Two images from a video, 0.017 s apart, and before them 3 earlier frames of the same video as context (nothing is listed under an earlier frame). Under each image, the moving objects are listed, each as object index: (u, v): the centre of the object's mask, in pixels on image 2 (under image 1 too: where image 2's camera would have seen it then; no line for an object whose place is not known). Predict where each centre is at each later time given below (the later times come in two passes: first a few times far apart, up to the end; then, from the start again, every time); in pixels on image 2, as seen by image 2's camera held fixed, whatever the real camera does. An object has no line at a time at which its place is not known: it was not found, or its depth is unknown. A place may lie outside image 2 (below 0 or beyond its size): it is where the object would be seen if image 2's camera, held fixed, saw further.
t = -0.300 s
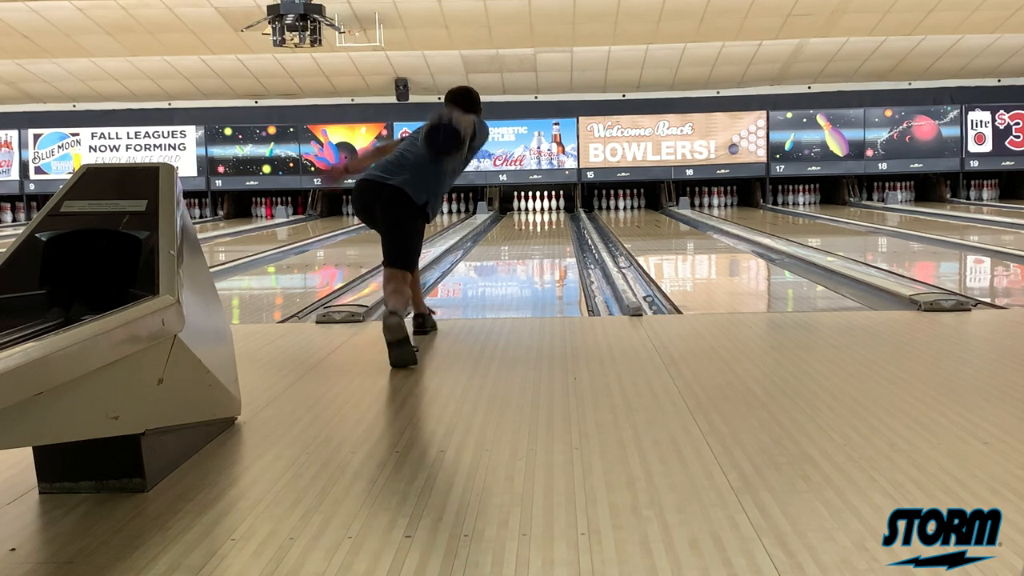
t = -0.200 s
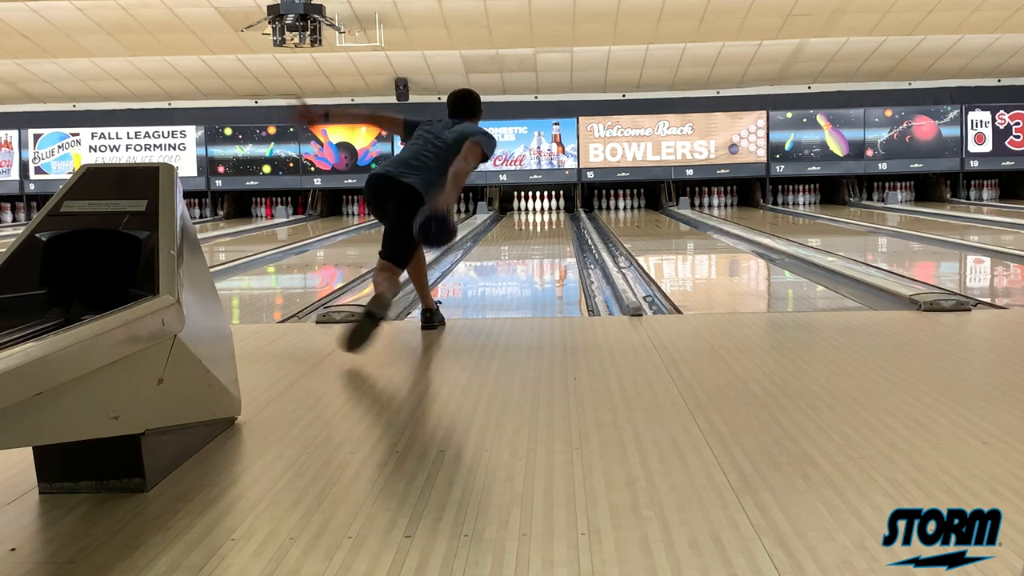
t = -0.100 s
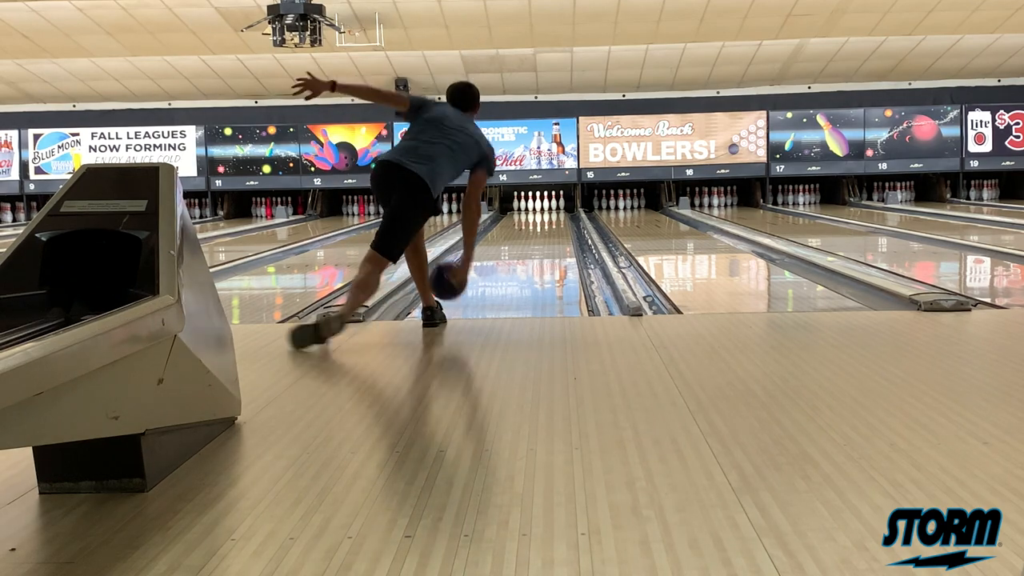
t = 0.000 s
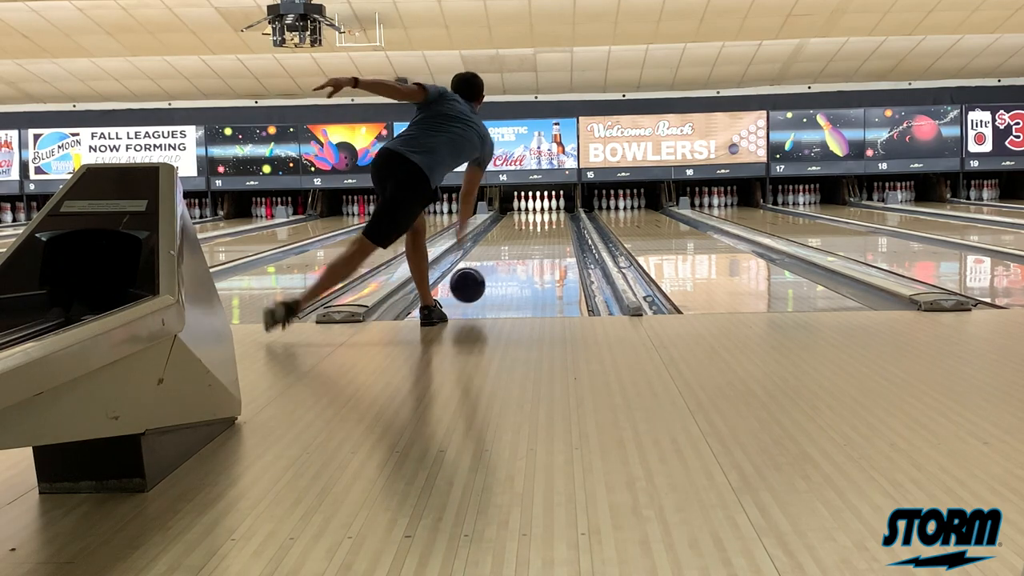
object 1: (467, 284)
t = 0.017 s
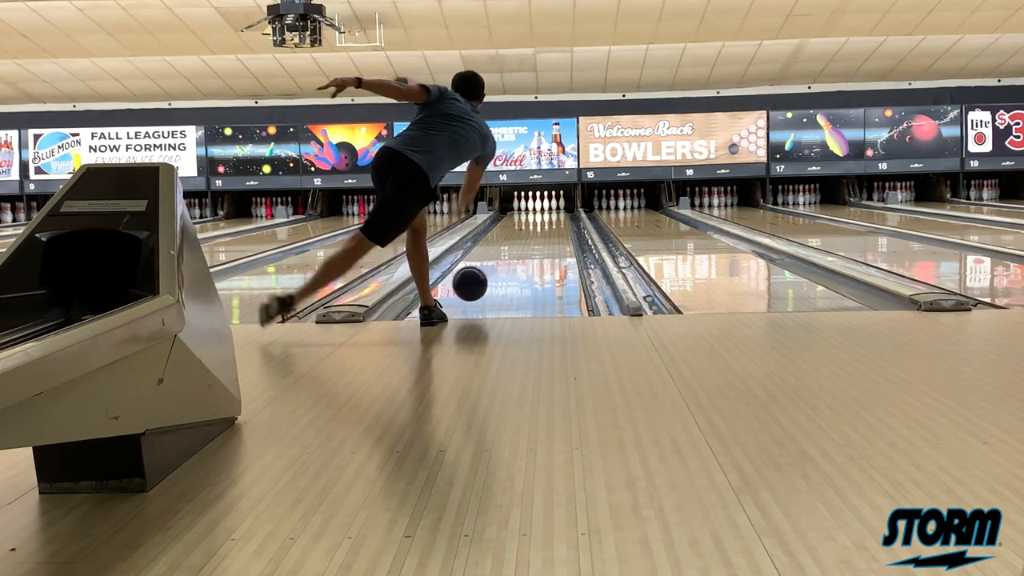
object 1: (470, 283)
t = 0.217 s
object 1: (495, 271)
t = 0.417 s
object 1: (512, 256)
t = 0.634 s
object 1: (526, 244)
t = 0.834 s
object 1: (535, 235)
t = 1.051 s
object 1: (542, 228)
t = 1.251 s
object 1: (547, 222)
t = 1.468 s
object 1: (551, 217)
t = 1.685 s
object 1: (553, 213)
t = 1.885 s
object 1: (552, 210)
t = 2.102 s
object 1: (547, 208)
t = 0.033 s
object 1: (472, 282)
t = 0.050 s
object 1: (475, 282)
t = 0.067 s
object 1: (477, 281)
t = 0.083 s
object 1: (479, 282)
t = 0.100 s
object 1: (481, 282)
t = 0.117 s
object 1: (484, 280)
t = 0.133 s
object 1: (486, 278)
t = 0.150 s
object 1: (488, 277)
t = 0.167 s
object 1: (490, 276)
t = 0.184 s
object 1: (491, 274)
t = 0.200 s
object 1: (493, 272)
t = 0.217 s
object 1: (495, 271)
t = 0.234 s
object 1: (496, 270)
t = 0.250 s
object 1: (498, 268)
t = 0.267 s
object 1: (500, 267)
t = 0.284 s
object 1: (501, 265)
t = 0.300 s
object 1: (503, 264)
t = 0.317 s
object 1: (504, 263)
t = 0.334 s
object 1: (506, 261)
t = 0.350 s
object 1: (507, 260)
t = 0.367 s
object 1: (508, 259)
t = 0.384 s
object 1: (510, 258)
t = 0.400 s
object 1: (511, 257)
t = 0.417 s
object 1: (512, 256)
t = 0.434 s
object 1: (513, 255)
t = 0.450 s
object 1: (514, 254)
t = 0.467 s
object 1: (516, 252)
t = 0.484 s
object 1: (517, 252)
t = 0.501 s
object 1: (518, 251)
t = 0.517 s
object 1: (519, 250)
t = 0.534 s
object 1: (520, 249)
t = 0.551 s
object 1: (521, 248)
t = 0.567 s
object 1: (522, 247)
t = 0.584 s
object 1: (523, 246)
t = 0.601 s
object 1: (524, 246)
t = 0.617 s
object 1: (525, 244)
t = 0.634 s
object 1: (526, 244)
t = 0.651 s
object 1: (526, 243)
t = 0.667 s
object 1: (527, 242)
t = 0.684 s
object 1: (528, 242)
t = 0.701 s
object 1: (529, 241)
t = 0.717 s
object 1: (530, 240)
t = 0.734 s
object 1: (530, 239)
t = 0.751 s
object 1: (531, 239)
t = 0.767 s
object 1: (532, 238)
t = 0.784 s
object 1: (532, 237)
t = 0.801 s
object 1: (533, 237)
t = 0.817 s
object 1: (534, 236)
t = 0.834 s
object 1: (535, 235)
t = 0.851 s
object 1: (535, 235)
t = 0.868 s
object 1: (536, 234)
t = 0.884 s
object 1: (536, 234)
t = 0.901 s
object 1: (537, 233)
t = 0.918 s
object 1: (537, 233)
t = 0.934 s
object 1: (538, 232)
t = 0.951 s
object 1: (539, 231)
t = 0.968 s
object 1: (539, 230)
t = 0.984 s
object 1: (540, 230)
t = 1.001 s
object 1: (540, 229)
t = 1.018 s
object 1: (541, 229)
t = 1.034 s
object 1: (541, 228)
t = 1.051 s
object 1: (542, 228)
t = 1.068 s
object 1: (543, 227)
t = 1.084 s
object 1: (543, 227)
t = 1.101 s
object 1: (543, 226)
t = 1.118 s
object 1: (544, 226)
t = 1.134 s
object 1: (544, 225)
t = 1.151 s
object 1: (545, 225)
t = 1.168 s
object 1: (545, 224)
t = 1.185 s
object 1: (545, 224)
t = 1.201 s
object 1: (546, 223)
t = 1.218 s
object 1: (546, 223)
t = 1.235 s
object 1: (547, 223)
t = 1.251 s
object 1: (547, 222)
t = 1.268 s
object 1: (547, 222)
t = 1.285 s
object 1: (548, 221)
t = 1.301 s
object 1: (548, 221)
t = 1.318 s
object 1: (549, 220)
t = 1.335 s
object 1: (549, 220)
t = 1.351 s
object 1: (549, 220)
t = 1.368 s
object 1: (549, 219)
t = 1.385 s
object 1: (550, 219)
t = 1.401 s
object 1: (550, 219)
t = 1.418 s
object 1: (550, 218)
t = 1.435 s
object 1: (550, 218)
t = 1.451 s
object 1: (551, 218)
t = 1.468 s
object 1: (551, 217)
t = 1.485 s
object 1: (551, 217)
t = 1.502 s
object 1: (551, 217)
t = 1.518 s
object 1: (552, 216)
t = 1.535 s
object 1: (552, 216)
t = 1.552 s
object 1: (552, 216)
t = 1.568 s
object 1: (552, 215)
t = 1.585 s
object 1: (552, 215)
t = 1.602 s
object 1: (553, 215)
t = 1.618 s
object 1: (553, 215)
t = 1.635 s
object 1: (553, 214)
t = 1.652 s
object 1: (553, 214)
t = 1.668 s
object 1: (553, 213)
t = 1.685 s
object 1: (553, 213)
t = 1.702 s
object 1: (553, 213)
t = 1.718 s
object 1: (553, 213)
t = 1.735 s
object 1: (553, 212)
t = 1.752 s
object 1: (553, 212)
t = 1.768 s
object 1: (553, 212)
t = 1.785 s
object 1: (553, 212)
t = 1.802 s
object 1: (553, 211)
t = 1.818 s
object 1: (553, 211)
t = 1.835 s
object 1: (553, 211)
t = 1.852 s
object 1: (553, 211)
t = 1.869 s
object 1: (553, 211)
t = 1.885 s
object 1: (552, 210)
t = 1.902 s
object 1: (552, 210)
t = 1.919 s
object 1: (552, 210)
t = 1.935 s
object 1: (551, 210)
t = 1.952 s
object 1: (551, 210)
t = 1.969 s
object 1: (551, 210)
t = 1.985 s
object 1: (550, 209)
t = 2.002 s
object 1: (550, 209)
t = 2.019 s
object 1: (550, 209)
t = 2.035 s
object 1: (549, 209)
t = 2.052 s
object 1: (549, 208)
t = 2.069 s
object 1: (548, 208)
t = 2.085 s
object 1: (548, 208)
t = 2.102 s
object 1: (547, 208)
